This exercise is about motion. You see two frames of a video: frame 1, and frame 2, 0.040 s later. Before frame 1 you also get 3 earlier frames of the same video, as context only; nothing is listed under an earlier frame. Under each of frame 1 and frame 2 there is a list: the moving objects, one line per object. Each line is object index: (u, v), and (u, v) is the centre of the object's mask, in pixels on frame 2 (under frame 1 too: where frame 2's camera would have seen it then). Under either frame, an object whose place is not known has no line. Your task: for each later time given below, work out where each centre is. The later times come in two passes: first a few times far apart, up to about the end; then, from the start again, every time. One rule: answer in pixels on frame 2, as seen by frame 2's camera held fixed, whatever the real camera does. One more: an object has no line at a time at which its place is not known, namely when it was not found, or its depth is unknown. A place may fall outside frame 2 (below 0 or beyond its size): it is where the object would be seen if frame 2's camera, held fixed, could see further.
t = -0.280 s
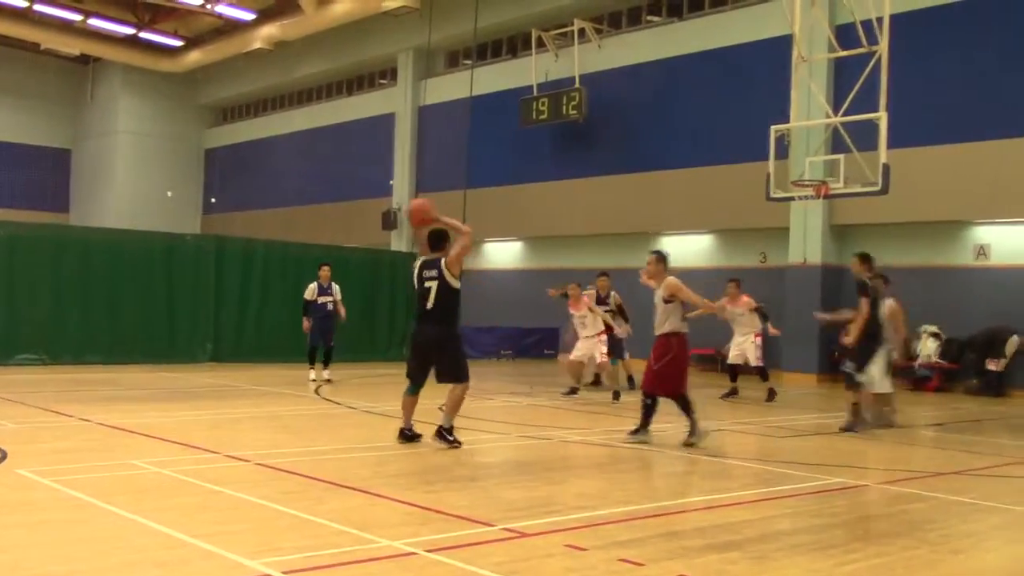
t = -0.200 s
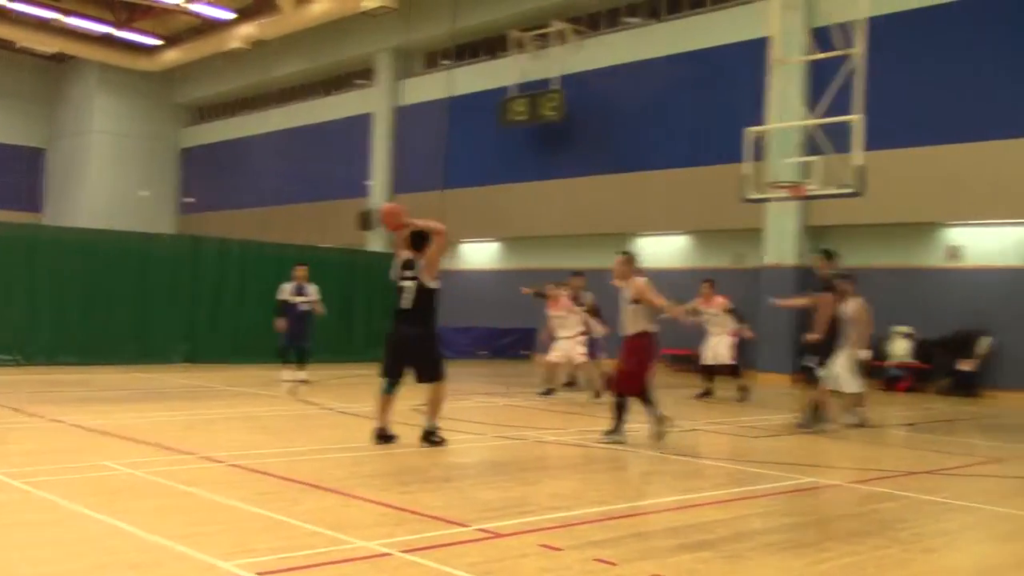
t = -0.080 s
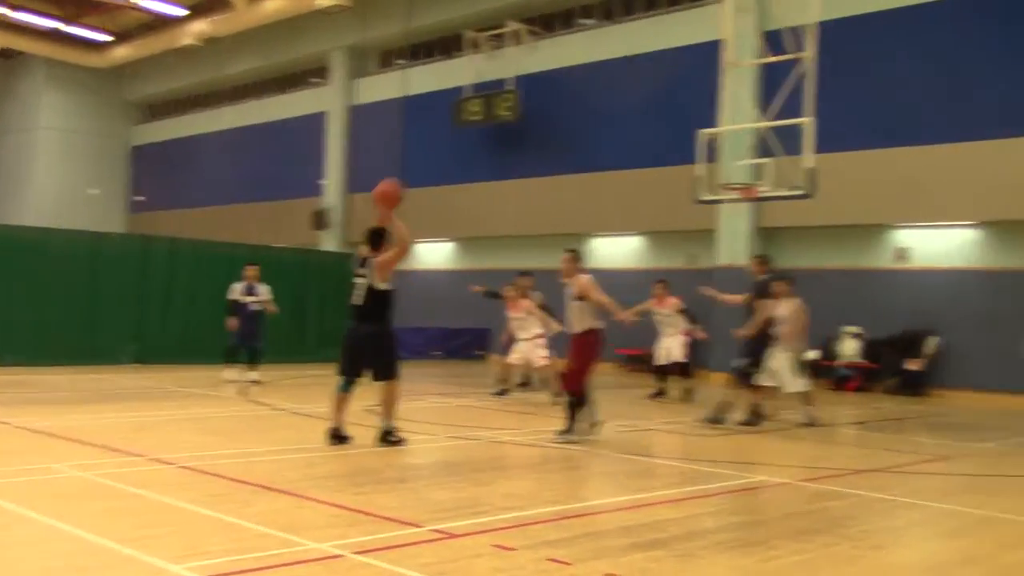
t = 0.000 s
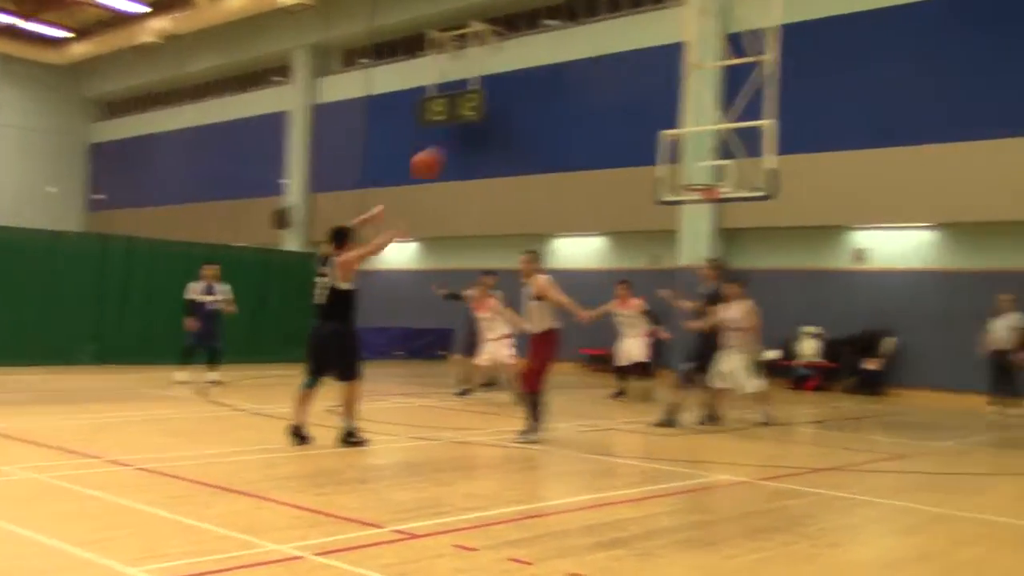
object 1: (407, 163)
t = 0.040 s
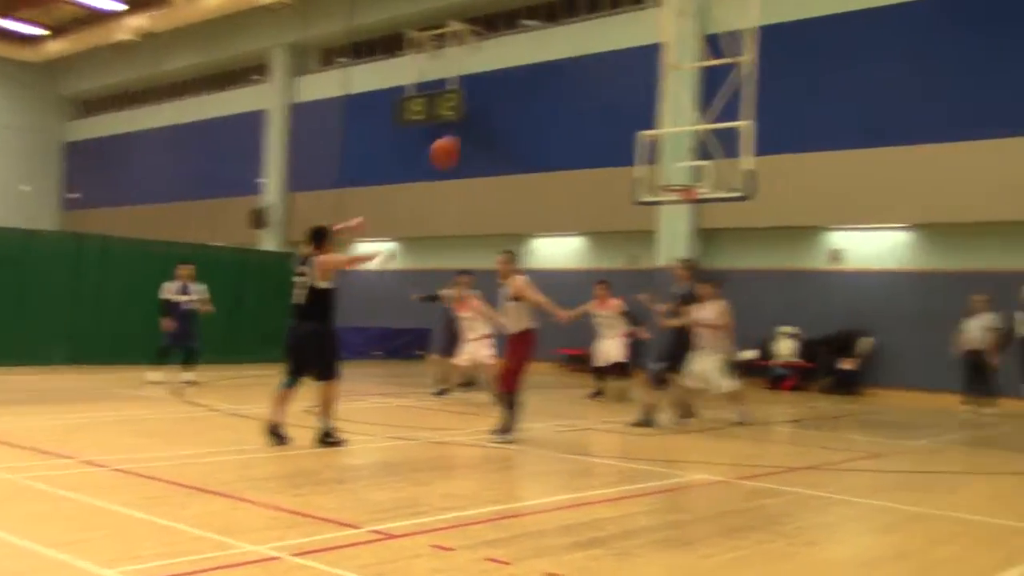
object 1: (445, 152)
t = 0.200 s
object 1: (602, 121)
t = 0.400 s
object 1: (794, 125)
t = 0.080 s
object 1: (484, 141)
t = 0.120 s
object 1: (524, 132)
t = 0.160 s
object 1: (563, 125)
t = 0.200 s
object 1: (602, 121)
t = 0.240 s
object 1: (639, 117)
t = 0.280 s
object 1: (680, 118)
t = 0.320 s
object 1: (718, 115)
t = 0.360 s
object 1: (760, 122)
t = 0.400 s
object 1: (794, 125)
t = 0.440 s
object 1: (830, 131)
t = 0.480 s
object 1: (868, 140)
